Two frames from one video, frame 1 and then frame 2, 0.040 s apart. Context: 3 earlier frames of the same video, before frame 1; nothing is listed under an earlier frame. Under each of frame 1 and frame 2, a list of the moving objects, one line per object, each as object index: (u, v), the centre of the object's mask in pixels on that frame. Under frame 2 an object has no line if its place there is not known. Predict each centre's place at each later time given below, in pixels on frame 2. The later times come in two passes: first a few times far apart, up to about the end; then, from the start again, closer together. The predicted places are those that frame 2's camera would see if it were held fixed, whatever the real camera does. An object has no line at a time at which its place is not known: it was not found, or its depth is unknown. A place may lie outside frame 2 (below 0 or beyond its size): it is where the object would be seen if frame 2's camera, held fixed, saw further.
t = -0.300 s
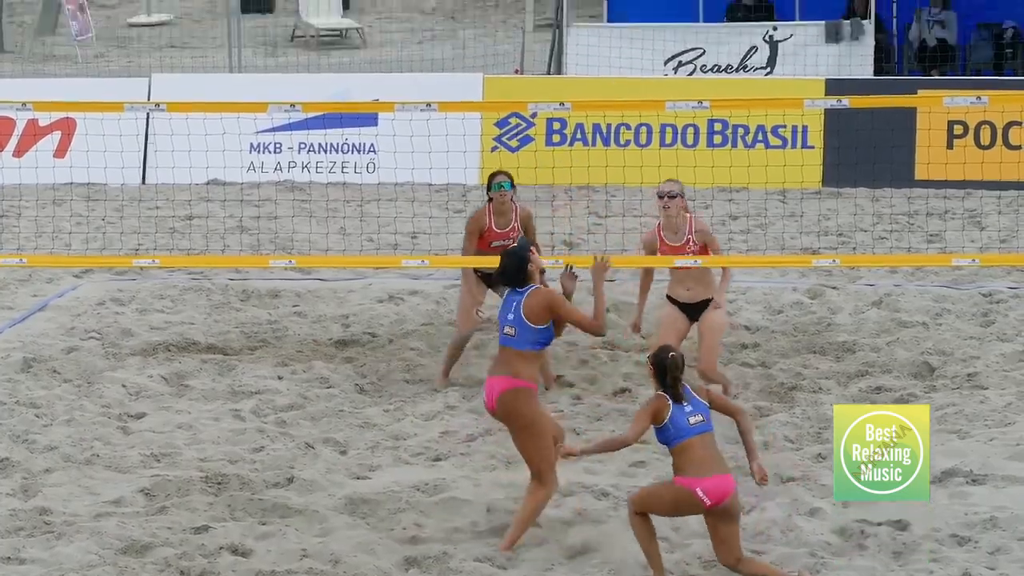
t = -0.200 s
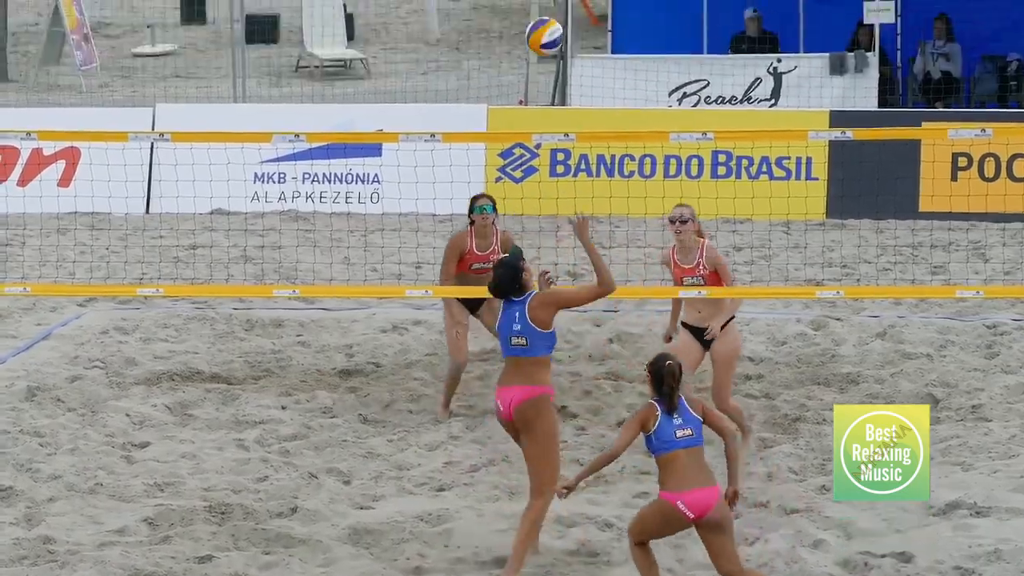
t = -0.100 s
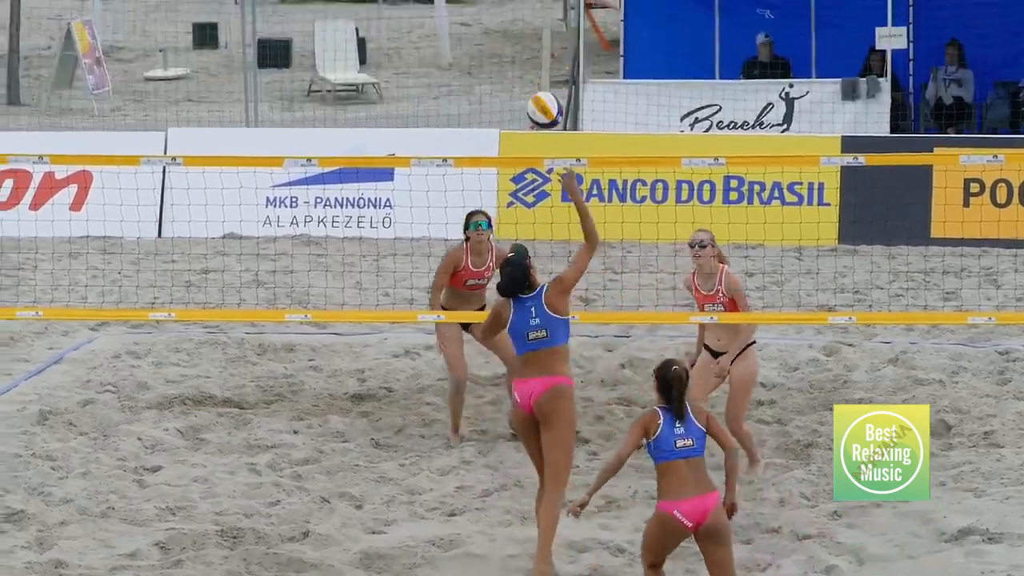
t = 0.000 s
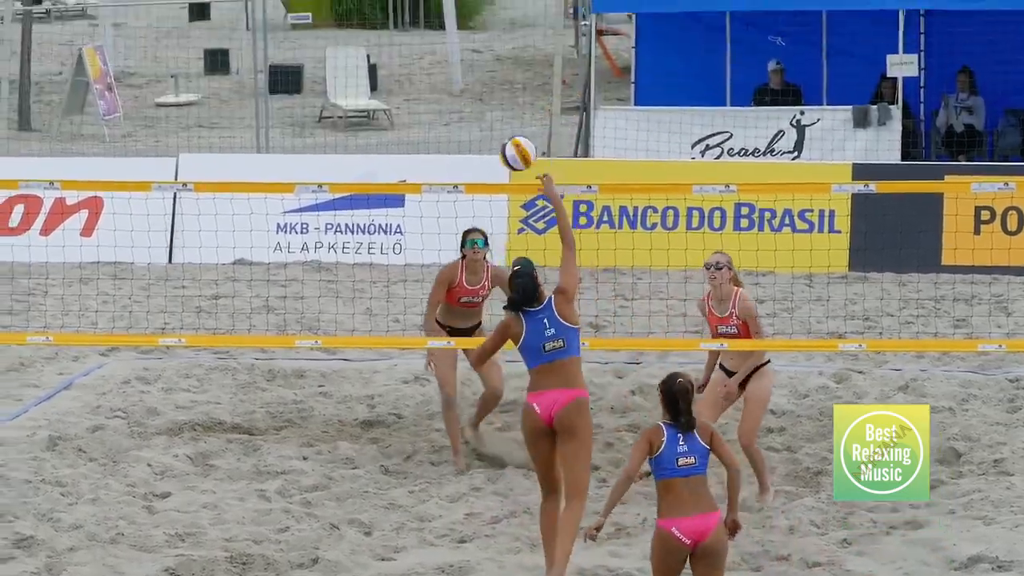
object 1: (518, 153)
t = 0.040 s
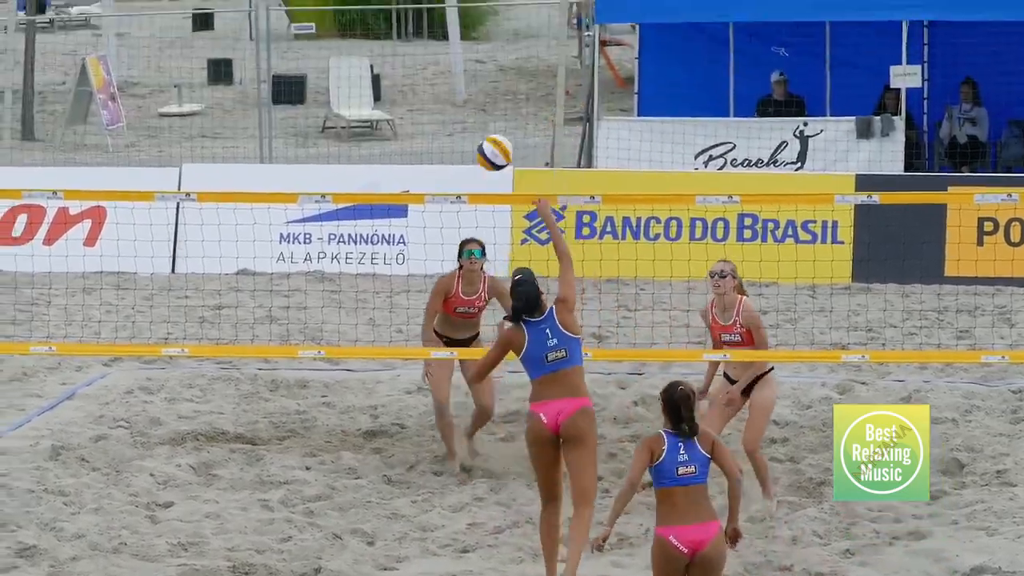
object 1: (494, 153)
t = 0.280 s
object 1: (348, 148)
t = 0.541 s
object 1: (214, 245)
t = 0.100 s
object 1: (456, 142)
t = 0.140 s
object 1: (431, 138)
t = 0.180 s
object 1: (407, 137)
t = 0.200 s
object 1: (394, 138)
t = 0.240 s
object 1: (371, 141)
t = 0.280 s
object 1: (348, 148)
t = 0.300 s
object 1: (336, 152)
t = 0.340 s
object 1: (314, 162)
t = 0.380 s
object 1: (293, 174)
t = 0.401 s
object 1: (282, 179)
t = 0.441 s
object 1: (260, 187)
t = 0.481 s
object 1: (242, 216)
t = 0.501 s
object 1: (233, 224)
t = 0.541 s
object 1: (214, 245)
